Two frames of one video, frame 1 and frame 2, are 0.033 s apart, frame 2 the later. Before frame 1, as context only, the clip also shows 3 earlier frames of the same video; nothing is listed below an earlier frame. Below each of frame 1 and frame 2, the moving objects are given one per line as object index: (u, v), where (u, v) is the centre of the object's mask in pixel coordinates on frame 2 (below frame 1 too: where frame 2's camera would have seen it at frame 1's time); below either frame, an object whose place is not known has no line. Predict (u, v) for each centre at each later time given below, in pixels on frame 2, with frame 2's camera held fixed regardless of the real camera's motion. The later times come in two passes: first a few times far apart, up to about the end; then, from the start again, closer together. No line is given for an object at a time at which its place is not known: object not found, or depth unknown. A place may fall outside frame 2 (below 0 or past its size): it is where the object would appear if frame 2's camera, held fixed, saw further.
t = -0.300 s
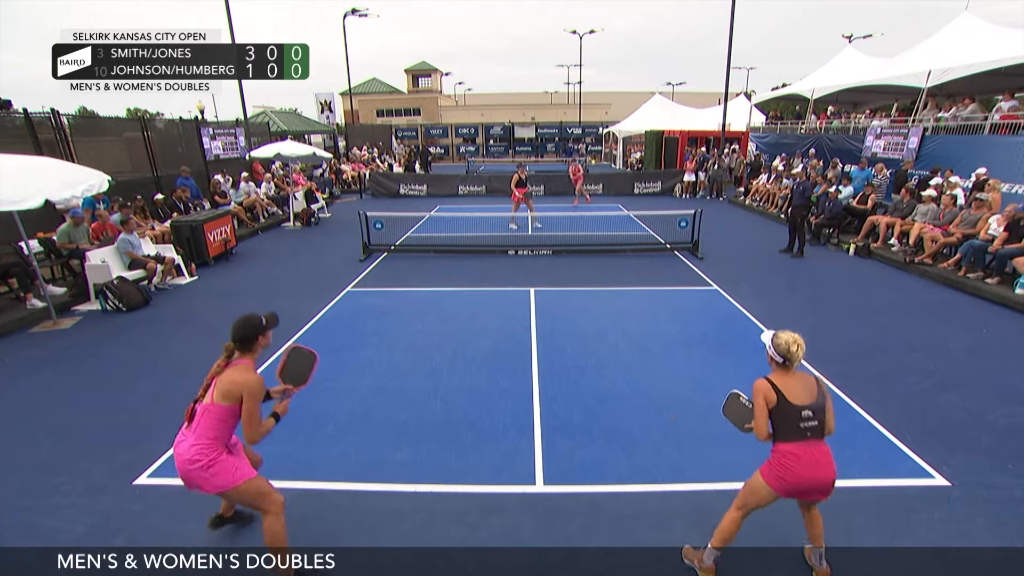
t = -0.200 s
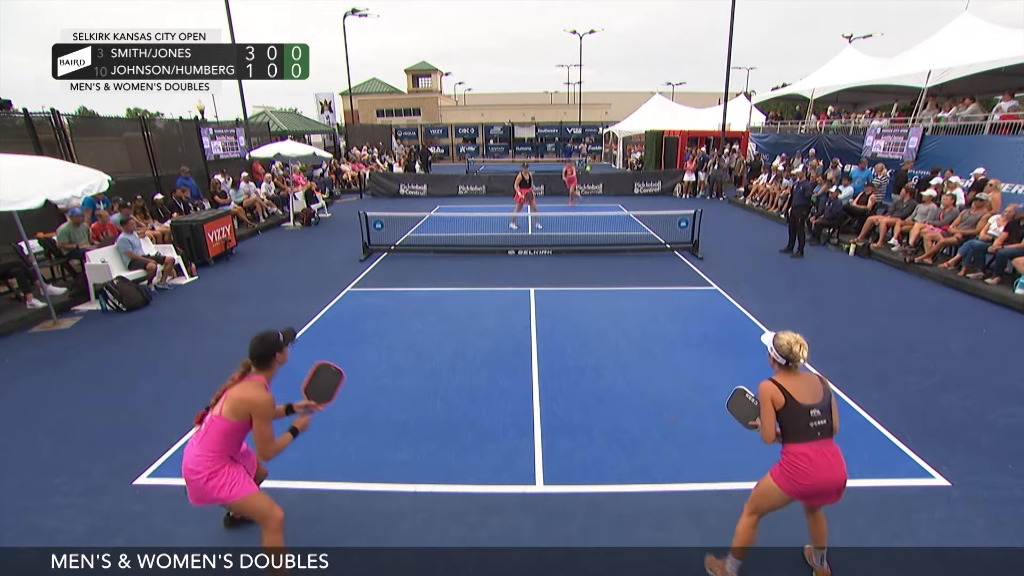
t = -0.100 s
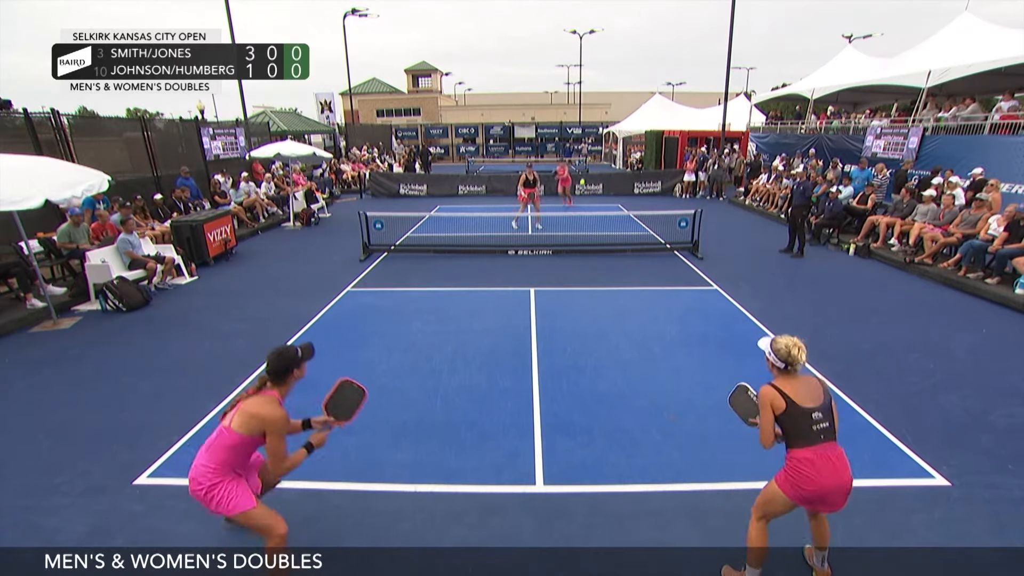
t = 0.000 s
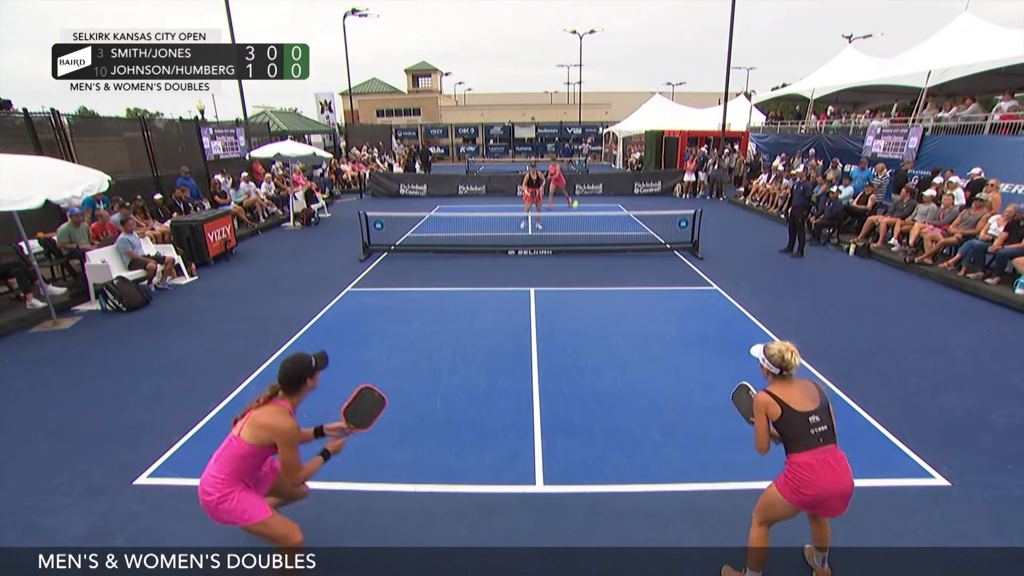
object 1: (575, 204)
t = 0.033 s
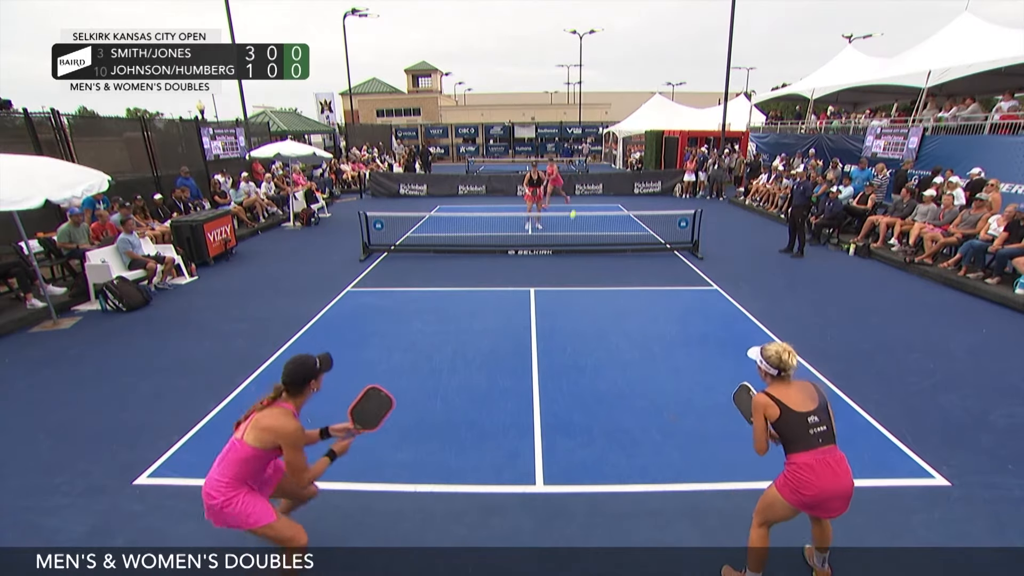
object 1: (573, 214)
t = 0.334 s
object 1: (543, 386)
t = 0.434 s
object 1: (536, 382)
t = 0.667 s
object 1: (515, 410)
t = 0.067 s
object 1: (570, 226)
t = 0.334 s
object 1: (543, 386)
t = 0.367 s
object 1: (541, 386)
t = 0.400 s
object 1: (538, 383)
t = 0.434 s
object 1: (536, 382)
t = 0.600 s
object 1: (522, 394)
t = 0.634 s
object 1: (518, 401)
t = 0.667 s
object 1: (515, 410)
